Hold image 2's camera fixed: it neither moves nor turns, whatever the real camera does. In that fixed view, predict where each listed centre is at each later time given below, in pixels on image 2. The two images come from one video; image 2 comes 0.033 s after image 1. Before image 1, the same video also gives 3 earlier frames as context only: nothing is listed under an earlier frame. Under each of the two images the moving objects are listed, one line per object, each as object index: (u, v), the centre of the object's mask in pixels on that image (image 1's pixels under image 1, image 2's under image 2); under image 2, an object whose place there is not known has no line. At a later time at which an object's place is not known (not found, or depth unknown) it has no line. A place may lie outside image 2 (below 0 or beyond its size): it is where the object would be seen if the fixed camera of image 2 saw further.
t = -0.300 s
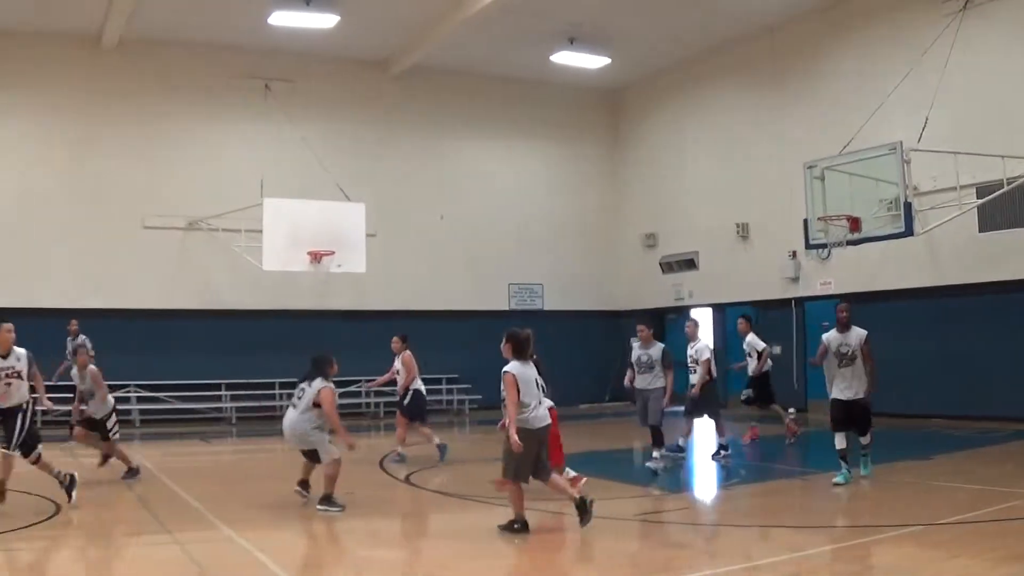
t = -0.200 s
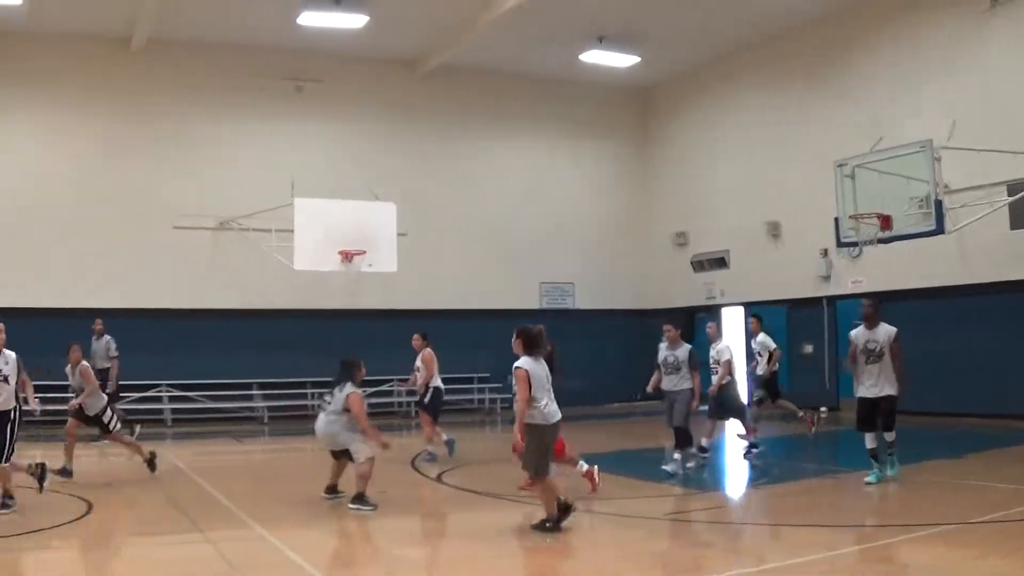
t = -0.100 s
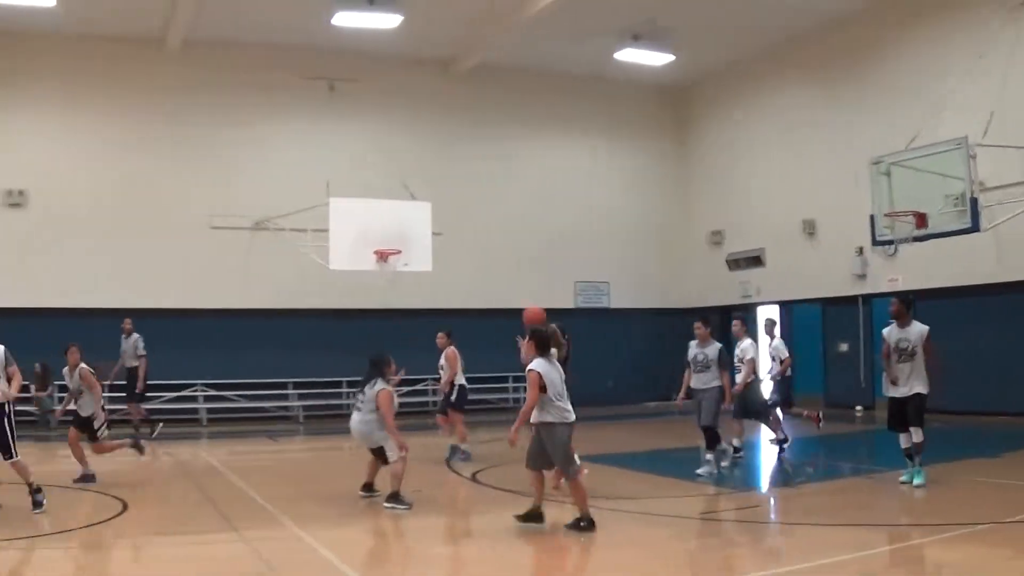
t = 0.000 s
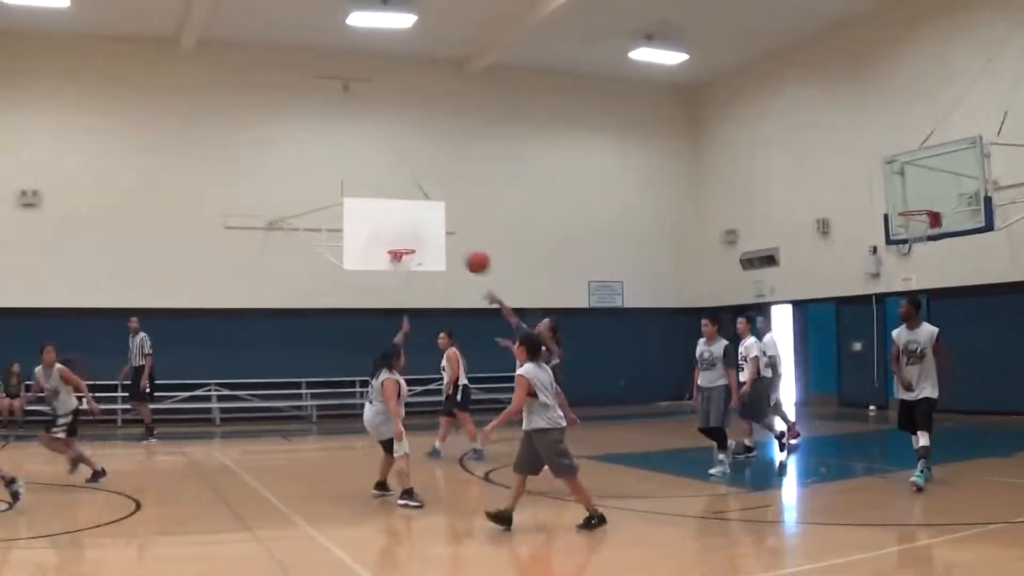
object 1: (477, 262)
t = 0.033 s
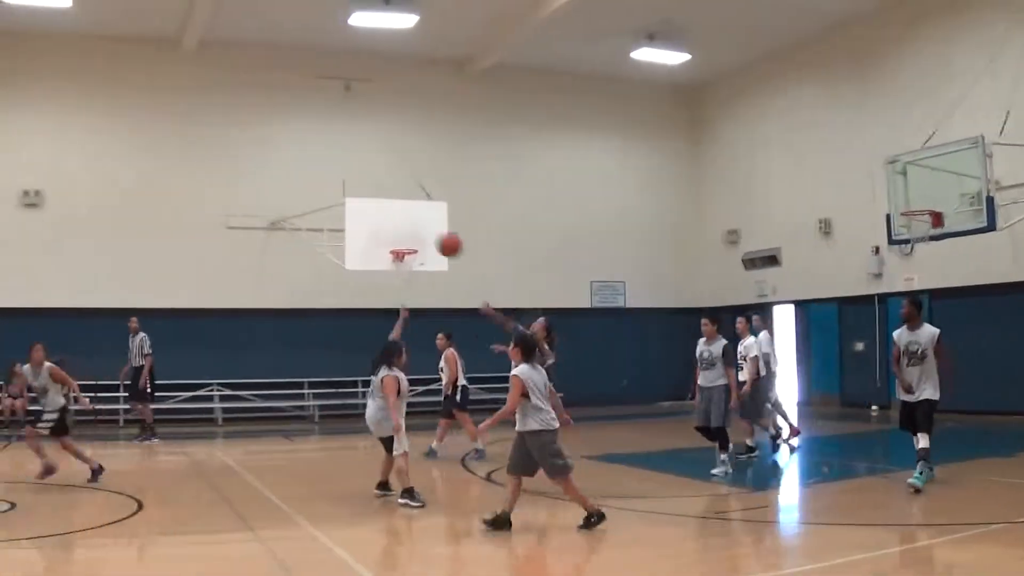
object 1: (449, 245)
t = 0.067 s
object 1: (419, 229)
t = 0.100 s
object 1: (386, 213)
